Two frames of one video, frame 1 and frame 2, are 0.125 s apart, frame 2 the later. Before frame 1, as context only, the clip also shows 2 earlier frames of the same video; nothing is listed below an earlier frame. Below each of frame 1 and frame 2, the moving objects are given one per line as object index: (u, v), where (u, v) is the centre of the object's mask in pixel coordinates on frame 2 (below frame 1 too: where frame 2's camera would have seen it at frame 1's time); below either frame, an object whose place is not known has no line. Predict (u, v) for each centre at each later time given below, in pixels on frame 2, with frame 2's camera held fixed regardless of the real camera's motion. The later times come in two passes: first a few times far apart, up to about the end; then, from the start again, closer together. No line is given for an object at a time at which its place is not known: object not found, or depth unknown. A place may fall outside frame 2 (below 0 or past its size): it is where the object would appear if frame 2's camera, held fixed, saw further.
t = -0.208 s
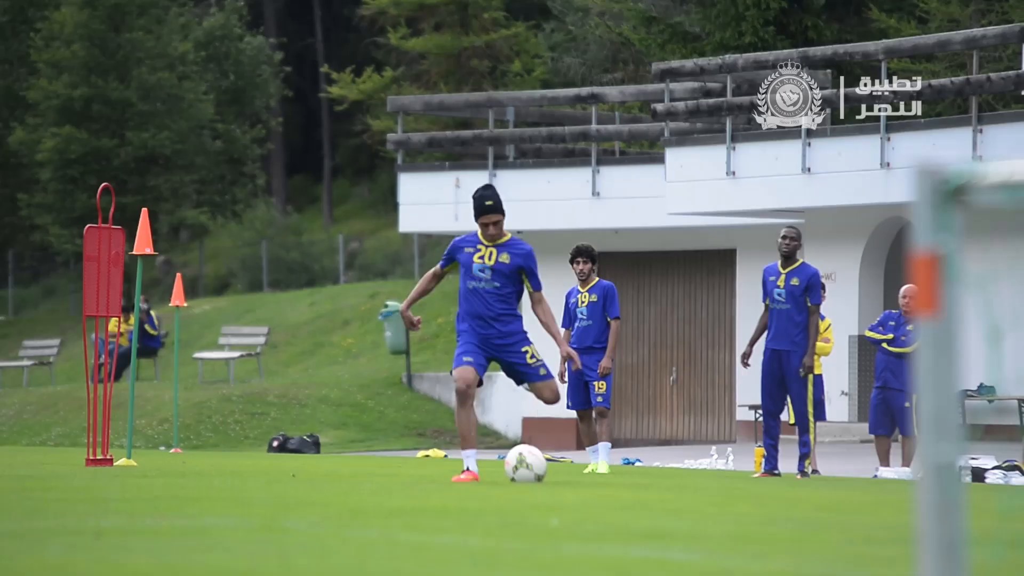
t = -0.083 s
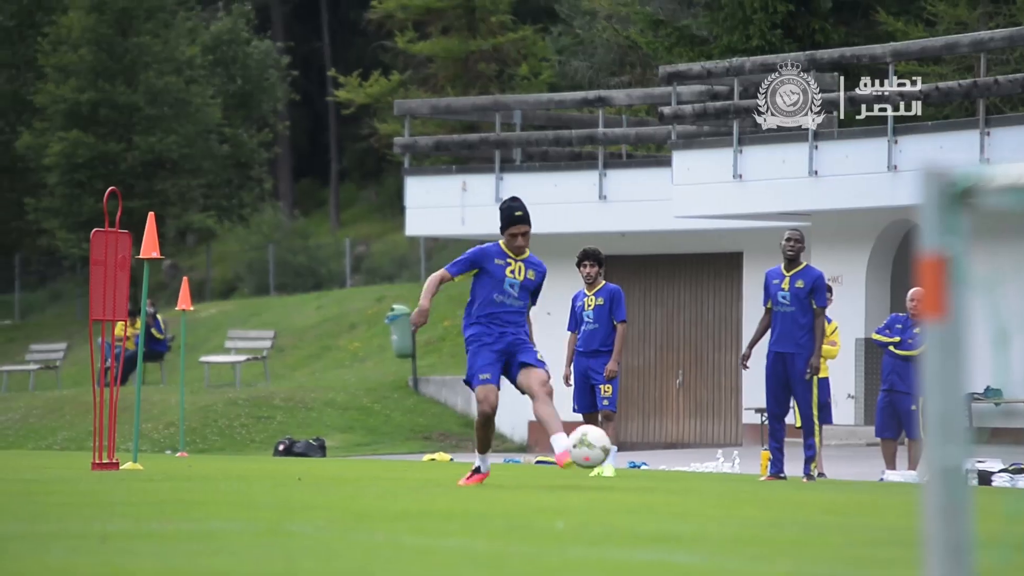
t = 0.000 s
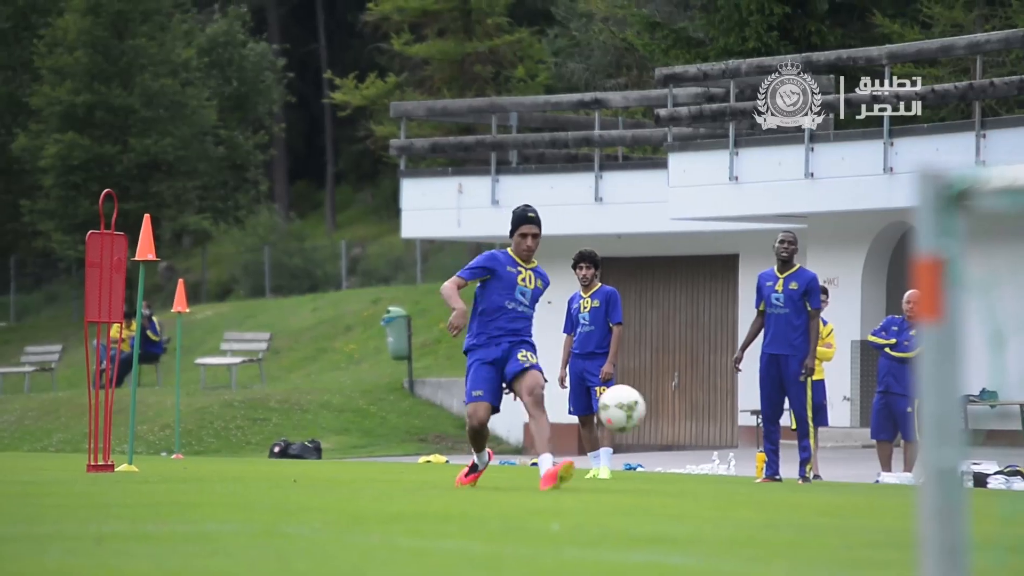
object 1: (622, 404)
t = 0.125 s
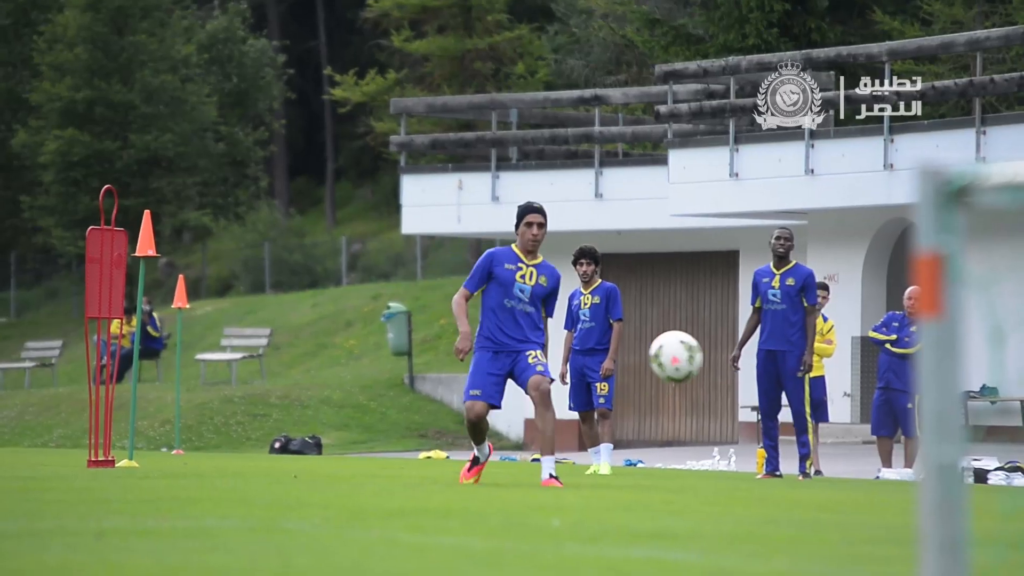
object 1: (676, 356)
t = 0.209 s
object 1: (712, 339)
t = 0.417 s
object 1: (794, 379)
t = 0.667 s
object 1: (868, 480)
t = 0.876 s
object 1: (892, 464)
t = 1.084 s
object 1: (520, 489)
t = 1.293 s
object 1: (173, 514)
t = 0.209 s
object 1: (712, 339)
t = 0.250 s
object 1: (729, 337)
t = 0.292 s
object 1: (747, 339)
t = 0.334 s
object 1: (765, 347)
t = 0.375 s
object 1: (780, 360)
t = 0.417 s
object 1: (794, 379)
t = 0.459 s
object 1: (810, 404)
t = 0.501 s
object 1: (825, 436)
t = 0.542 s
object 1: (839, 480)
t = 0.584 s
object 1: (852, 530)
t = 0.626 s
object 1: (859, 507)
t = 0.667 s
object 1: (868, 480)
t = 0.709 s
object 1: (875, 460)
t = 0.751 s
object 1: (879, 444)
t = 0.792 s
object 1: (885, 440)
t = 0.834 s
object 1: (887, 445)
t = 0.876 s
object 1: (892, 464)
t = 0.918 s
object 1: (907, 494)
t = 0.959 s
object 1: (835, 489)
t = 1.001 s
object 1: (723, 480)
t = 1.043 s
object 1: (621, 480)
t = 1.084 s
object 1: (520, 489)
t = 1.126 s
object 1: (427, 506)
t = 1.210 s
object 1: (253, 547)
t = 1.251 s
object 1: (203, 529)
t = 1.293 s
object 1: (173, 514)
